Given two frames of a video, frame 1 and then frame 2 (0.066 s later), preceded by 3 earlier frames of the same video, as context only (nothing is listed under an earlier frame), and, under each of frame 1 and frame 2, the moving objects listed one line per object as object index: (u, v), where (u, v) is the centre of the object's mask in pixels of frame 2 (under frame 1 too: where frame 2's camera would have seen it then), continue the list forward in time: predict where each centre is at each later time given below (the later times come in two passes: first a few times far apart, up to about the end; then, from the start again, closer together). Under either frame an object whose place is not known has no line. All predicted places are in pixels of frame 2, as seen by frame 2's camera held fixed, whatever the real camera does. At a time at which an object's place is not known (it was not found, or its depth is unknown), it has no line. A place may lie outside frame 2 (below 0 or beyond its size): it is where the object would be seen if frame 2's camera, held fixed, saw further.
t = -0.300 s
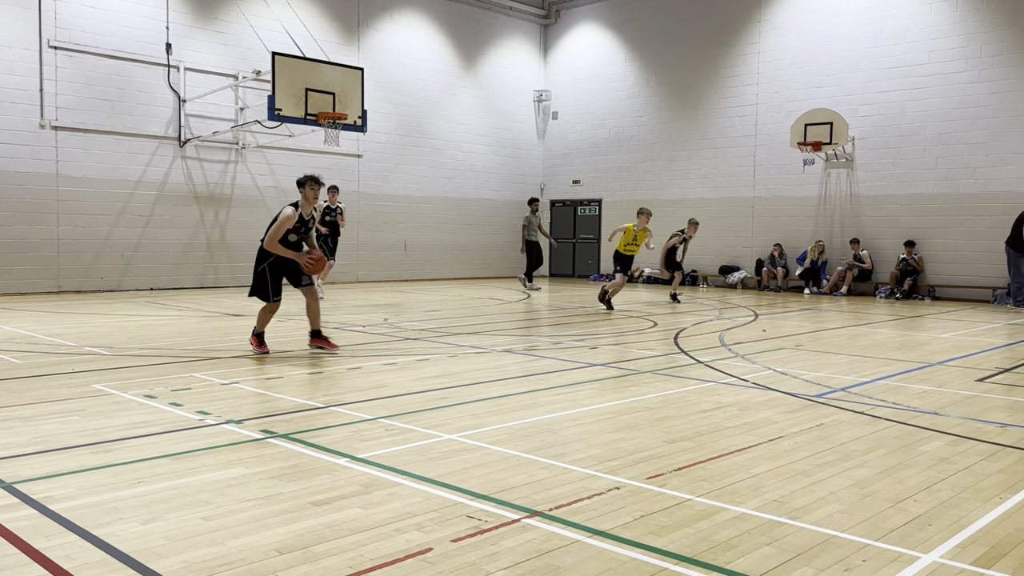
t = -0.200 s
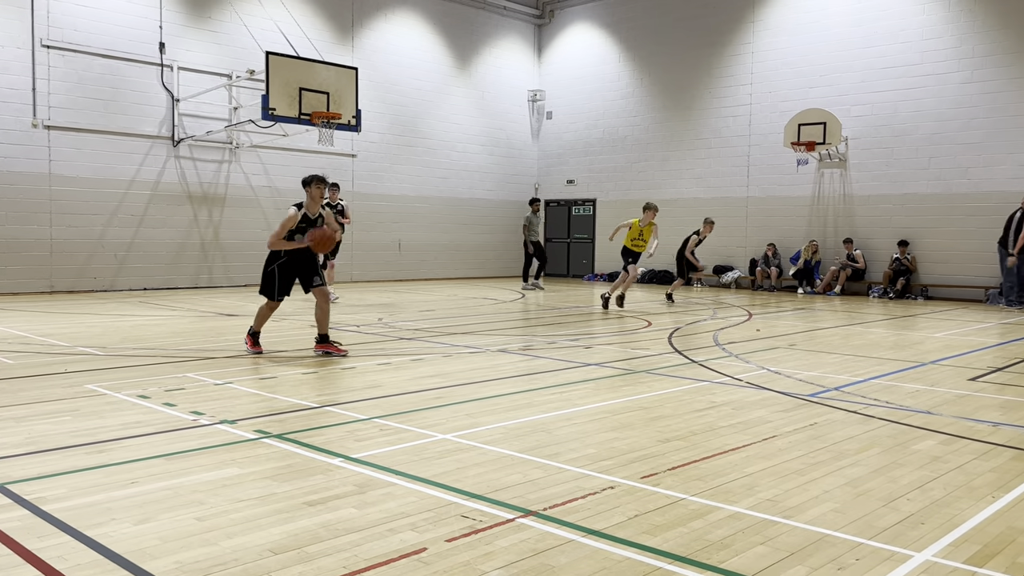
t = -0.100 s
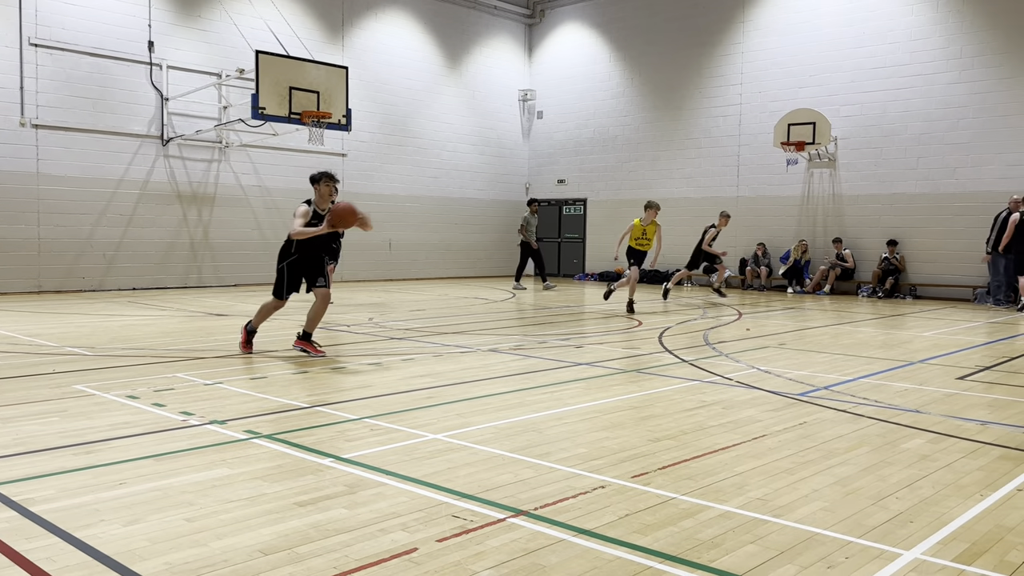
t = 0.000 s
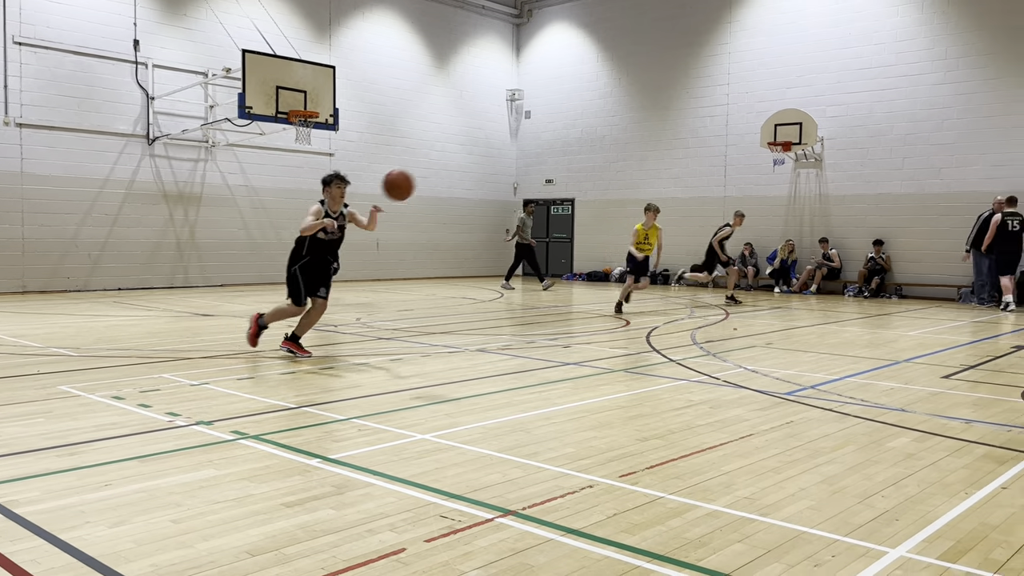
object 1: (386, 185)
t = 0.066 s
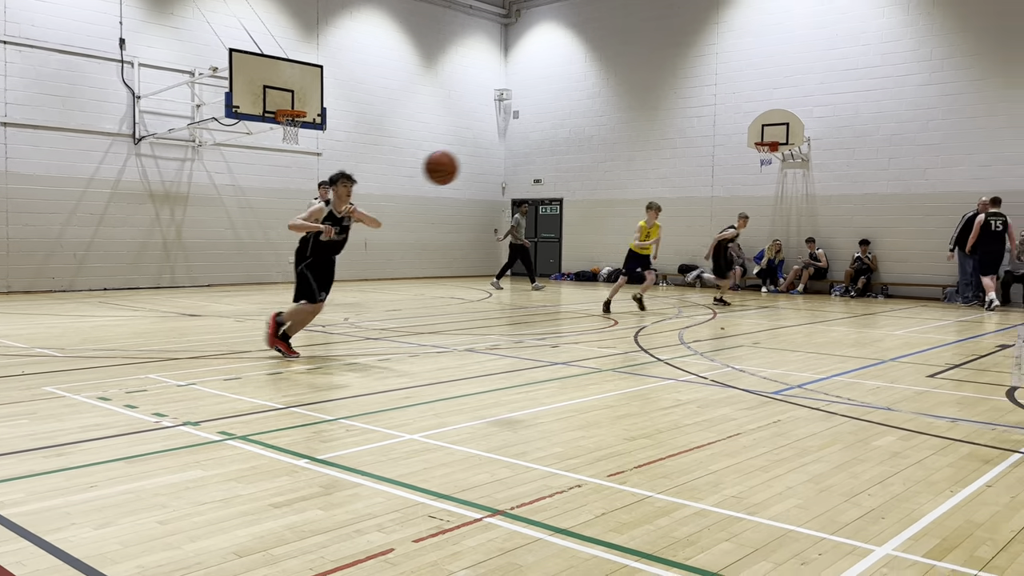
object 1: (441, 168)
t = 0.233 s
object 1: (632, 141)
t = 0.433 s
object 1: (1098, 179)
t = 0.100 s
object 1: (472, 160)
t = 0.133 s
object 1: (506, 154)
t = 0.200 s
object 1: (585, 144)
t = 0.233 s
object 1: (632, 141)
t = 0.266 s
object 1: (684, 141)
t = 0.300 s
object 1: (742, 142)
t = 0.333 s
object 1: (814, 146)
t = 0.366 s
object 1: (893, 152)
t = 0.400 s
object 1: (986, 162)
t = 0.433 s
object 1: (1098, 179)
